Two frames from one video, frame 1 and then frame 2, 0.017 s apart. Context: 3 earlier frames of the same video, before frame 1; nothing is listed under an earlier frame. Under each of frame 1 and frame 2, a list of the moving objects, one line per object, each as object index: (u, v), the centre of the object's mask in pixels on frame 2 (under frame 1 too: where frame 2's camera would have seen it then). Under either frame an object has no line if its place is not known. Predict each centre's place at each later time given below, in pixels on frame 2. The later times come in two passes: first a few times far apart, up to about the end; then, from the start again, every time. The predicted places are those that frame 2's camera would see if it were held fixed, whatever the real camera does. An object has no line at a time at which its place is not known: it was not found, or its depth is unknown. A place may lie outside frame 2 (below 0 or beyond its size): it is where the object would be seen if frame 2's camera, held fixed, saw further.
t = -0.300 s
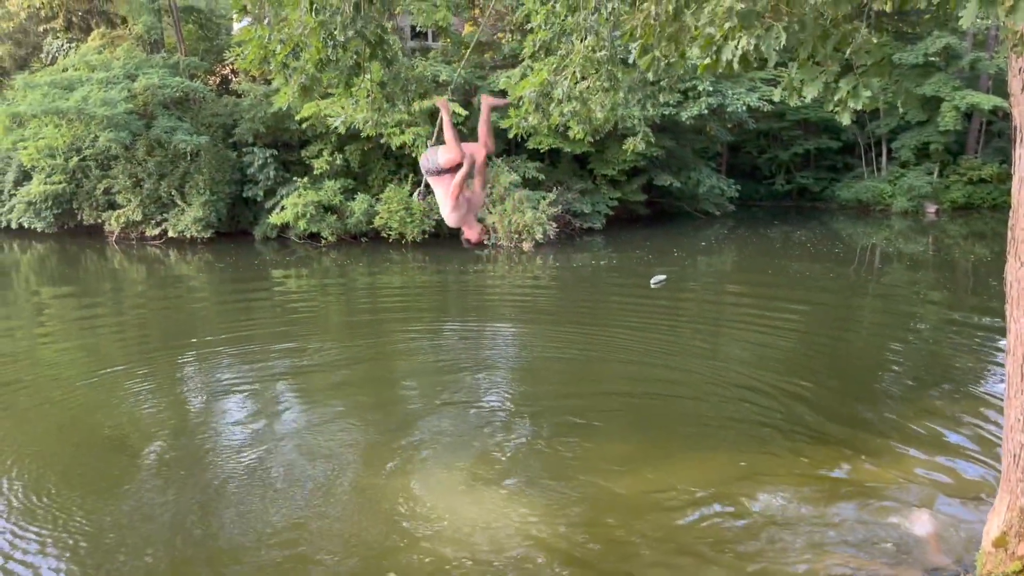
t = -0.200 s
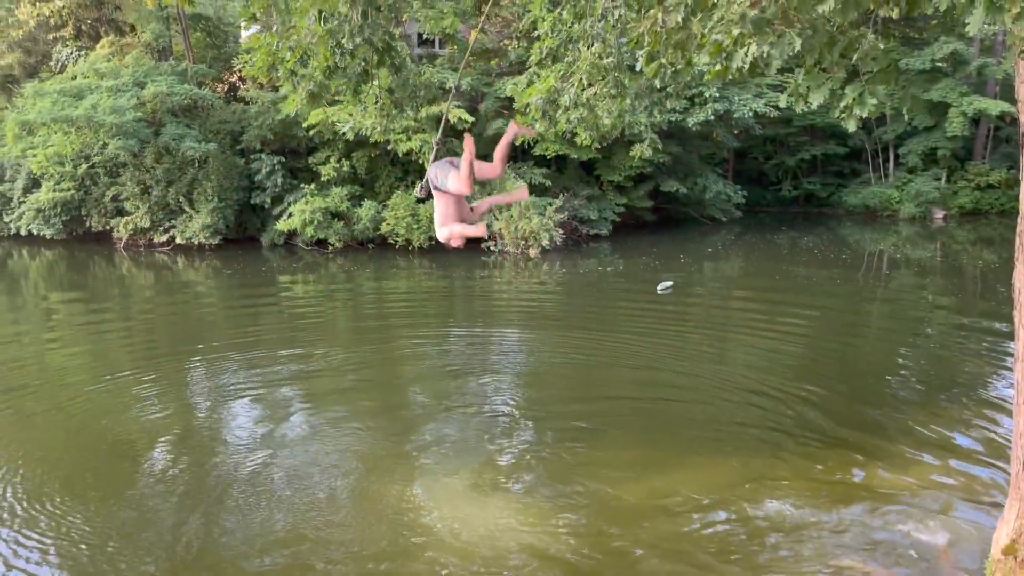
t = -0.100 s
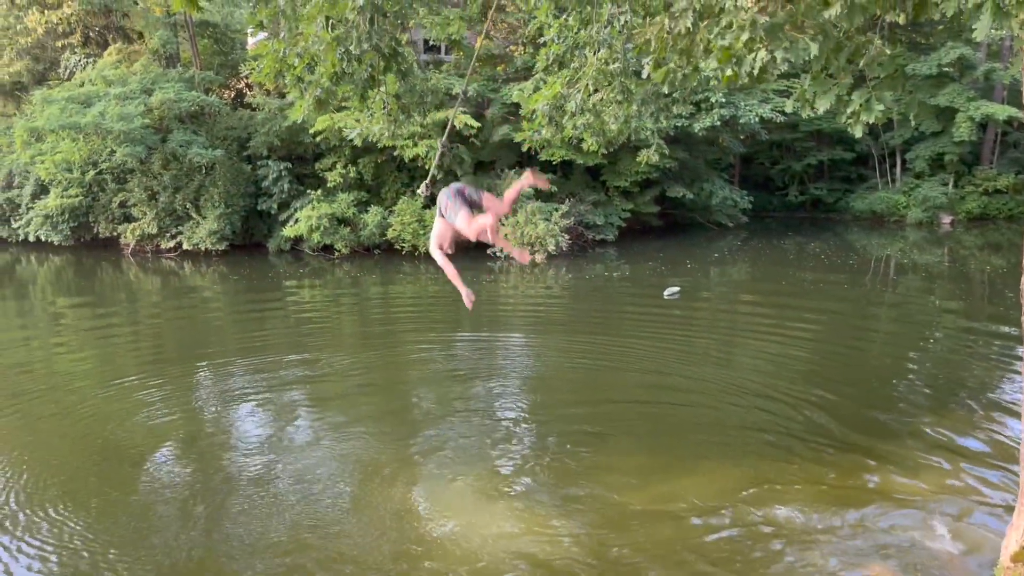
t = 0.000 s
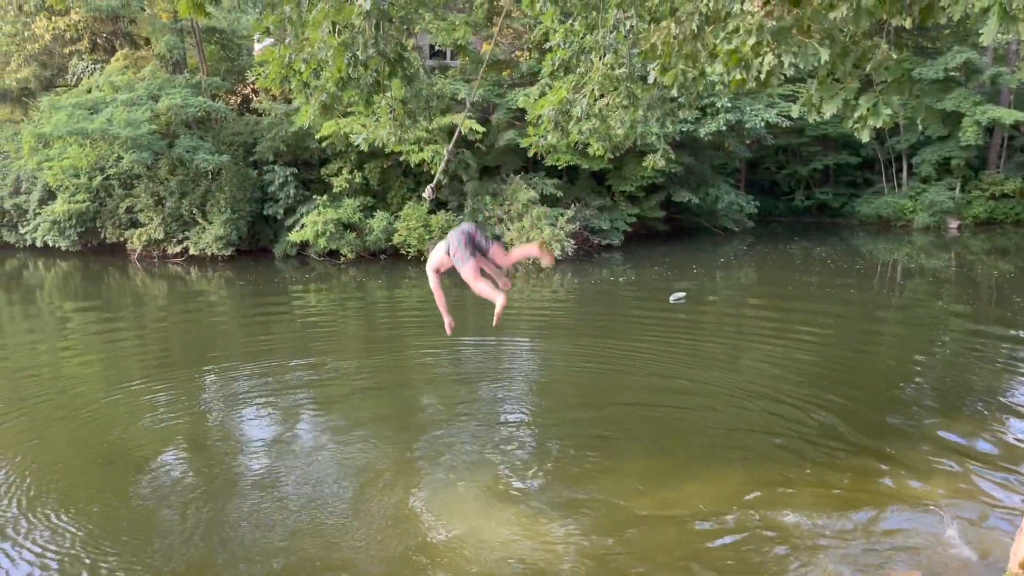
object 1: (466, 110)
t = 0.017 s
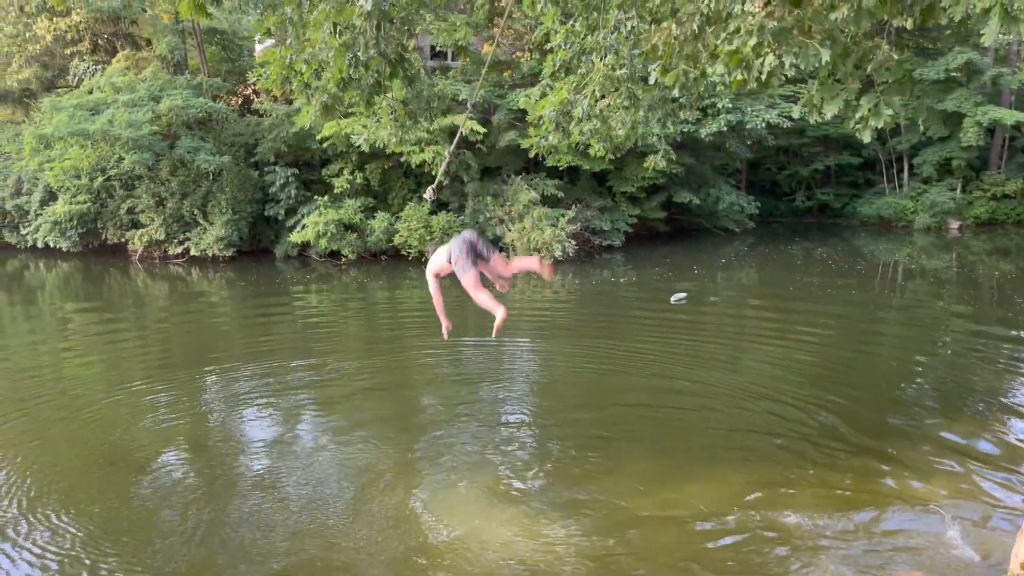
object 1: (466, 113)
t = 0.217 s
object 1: (488, 111)
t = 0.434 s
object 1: (504, 137)
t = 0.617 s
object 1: (527, 171)
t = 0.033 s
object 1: (467, 113)
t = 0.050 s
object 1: (469, 112)
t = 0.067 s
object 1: (470, 111)
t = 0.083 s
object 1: (472, 111)
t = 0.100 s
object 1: (473, 113)
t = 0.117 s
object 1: (475, 113)
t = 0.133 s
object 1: (476, 113)
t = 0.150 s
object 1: (478, 112)
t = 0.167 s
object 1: (481, 112)
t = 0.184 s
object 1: (482, 114)
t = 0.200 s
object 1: (485, 112)
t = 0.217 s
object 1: (488, 111)
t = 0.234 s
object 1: (489, 114)
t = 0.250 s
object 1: (490, 115)
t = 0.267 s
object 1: (493, 116)
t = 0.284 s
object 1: (497, 112)
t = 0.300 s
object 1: (494, 118)
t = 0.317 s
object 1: (502, 109)
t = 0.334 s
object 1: (499, 116)
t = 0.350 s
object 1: (501, 115)
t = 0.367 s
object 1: (501, 126)
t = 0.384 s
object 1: (502, 128)
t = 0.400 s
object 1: (501, 130)
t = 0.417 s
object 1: (505, 131)
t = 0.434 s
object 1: (504, 137)
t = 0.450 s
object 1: (504, 140)
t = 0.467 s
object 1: (505, 145)
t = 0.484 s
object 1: (506, 144)
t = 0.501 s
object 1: (510, 147)
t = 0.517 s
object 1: (512, 151)
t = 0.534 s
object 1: (513, 155)
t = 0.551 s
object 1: (517, 154)
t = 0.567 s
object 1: (518, 163)
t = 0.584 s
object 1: (520, 165)
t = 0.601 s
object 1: (525, 168)
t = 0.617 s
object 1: (527, 171)
